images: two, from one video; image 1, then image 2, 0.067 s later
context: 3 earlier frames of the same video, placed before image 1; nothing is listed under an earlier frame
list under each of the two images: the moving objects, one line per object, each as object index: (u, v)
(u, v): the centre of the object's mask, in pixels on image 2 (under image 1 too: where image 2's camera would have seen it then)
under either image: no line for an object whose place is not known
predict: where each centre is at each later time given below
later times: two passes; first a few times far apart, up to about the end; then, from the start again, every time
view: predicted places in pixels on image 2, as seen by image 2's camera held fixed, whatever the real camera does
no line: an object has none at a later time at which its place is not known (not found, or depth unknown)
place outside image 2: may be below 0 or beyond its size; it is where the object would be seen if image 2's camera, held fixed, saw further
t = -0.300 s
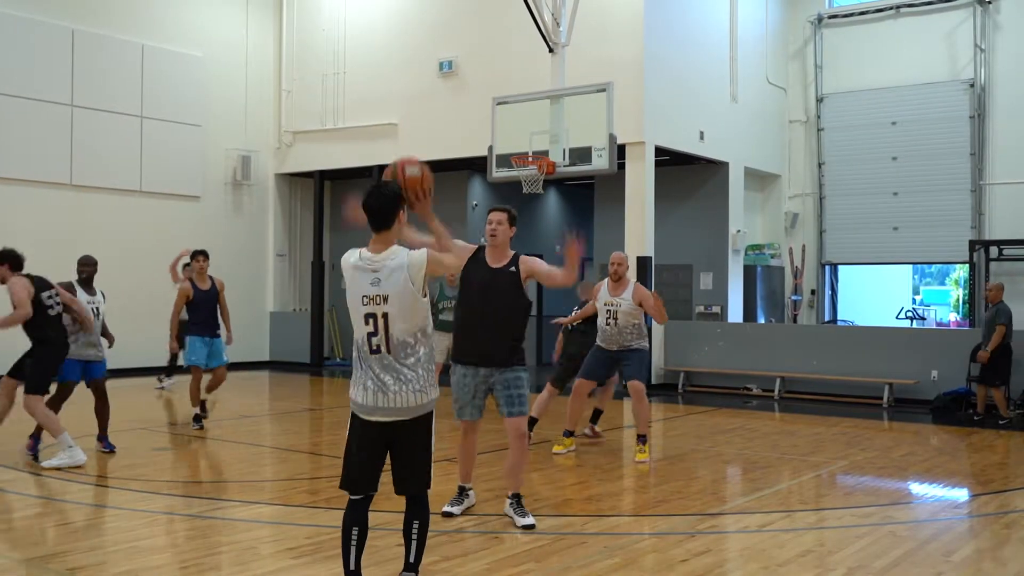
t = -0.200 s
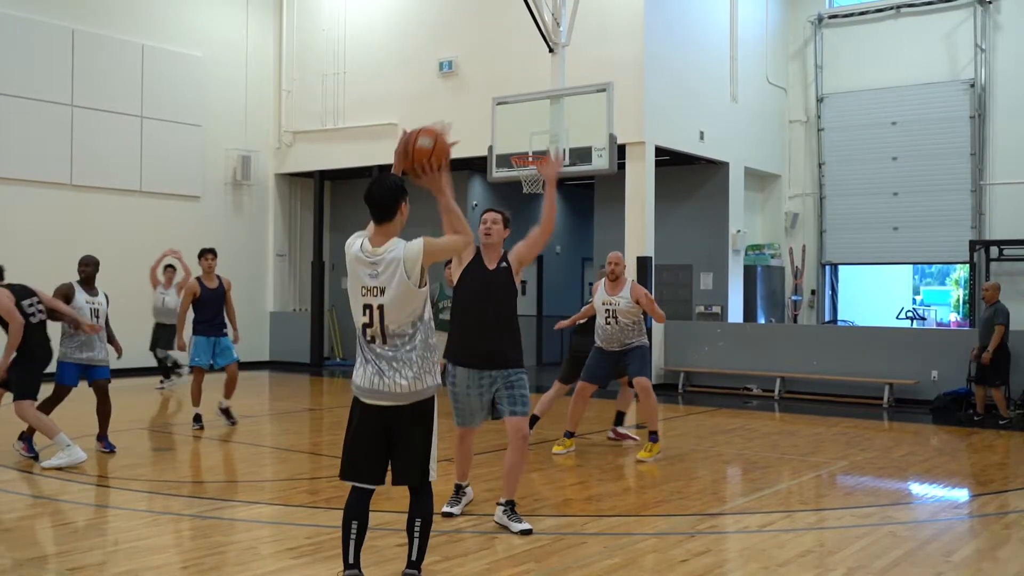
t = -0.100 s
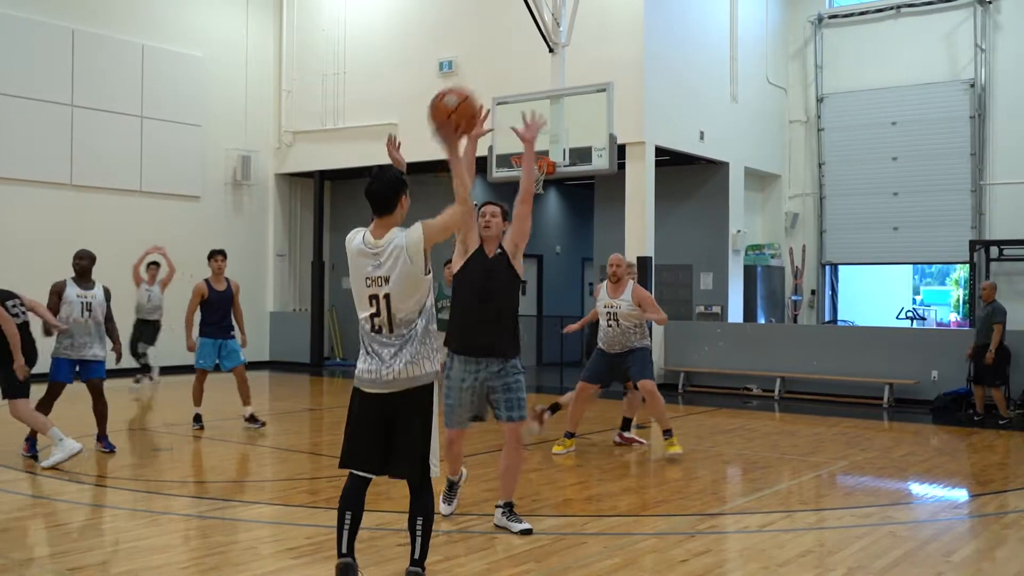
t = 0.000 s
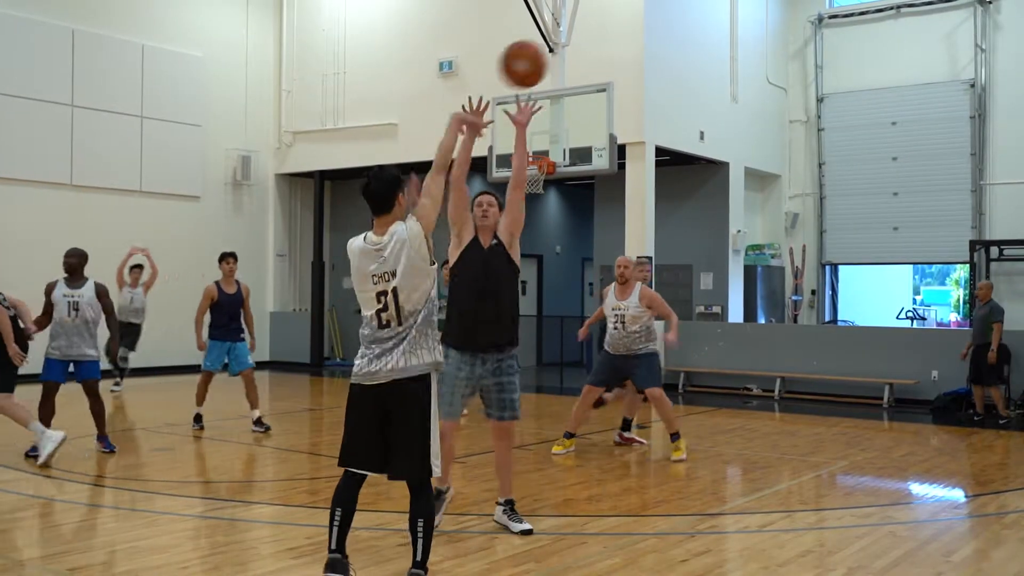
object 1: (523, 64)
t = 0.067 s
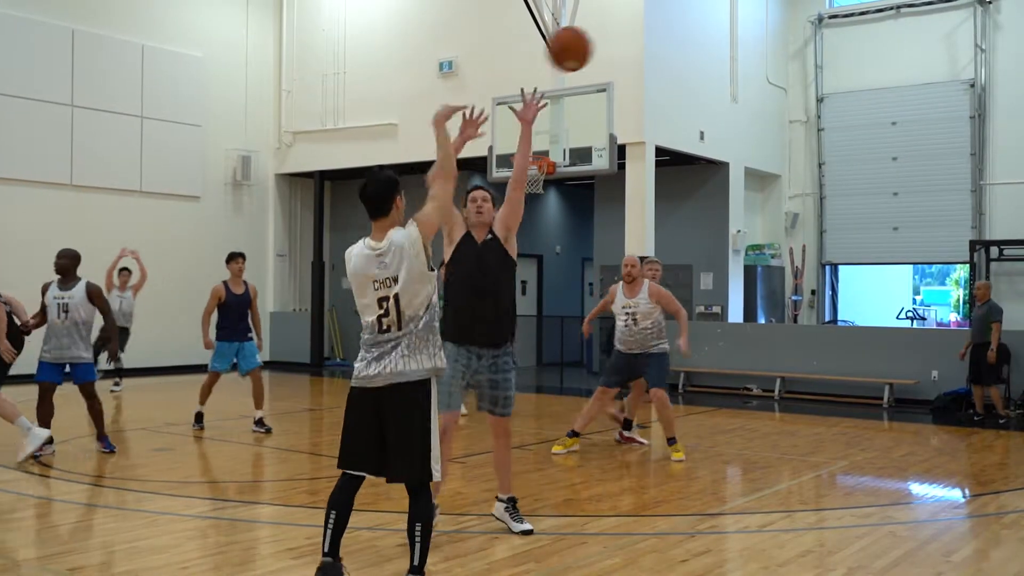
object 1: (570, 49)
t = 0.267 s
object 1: (682, 53)
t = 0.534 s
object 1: (794, 141)
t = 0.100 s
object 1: (591, 44)
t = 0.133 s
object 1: (611, 42)
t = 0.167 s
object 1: (630, 43)
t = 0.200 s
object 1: (648, 44)
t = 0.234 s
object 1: (666, 48)
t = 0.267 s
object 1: (682, 53)
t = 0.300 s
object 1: (699, 60)
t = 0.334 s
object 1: (714, 68)
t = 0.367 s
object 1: (729, 77)
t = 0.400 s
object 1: (743, 88)
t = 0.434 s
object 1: (756, 99)
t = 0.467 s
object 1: (769, 112)
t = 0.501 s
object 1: (782, 126)
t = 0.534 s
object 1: (794, 141)
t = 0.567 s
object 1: (805, 157)
